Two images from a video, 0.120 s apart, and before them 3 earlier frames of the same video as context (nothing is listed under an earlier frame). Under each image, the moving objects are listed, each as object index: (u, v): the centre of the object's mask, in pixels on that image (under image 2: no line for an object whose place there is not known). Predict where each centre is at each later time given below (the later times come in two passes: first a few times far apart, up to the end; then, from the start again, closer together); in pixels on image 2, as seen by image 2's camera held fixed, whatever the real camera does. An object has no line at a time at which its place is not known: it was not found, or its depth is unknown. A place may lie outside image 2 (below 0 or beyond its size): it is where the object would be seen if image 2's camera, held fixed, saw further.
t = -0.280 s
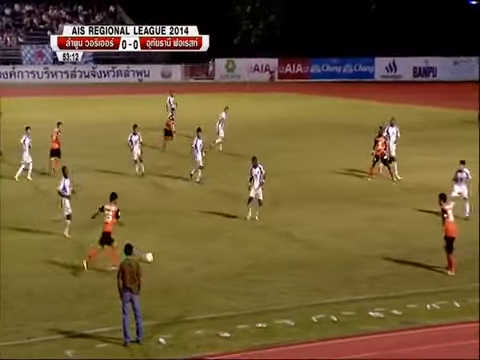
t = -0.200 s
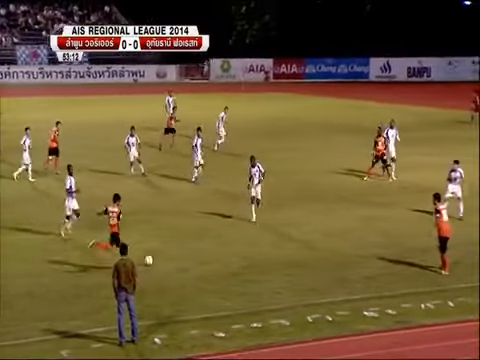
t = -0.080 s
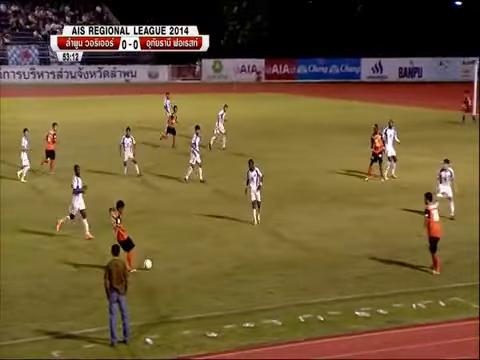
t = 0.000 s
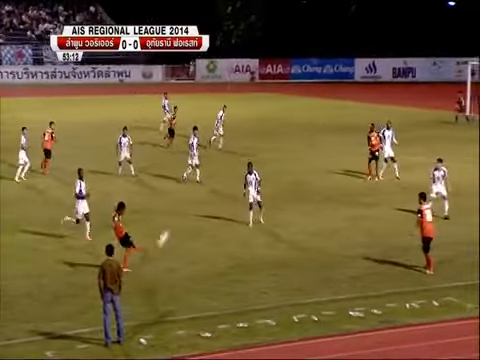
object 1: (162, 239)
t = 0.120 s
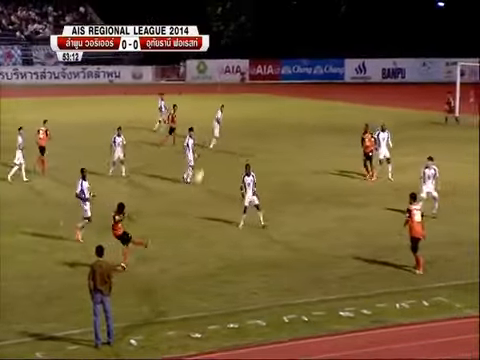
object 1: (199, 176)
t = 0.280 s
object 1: (246, 113)
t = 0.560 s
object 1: (305, 50)
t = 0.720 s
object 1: (327, 34)
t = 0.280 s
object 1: (246, 113)
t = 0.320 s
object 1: (257, 101)
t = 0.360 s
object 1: (266, 89)
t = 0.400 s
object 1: (275, 80)
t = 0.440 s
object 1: (283, 71)
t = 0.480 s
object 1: (291, 62)
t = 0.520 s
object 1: (298, 55)
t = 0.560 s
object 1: (305, 50)
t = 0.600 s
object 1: (311, 45)
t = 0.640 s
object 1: (316, 40)
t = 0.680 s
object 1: (322, 37)
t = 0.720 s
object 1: (327, 34)
